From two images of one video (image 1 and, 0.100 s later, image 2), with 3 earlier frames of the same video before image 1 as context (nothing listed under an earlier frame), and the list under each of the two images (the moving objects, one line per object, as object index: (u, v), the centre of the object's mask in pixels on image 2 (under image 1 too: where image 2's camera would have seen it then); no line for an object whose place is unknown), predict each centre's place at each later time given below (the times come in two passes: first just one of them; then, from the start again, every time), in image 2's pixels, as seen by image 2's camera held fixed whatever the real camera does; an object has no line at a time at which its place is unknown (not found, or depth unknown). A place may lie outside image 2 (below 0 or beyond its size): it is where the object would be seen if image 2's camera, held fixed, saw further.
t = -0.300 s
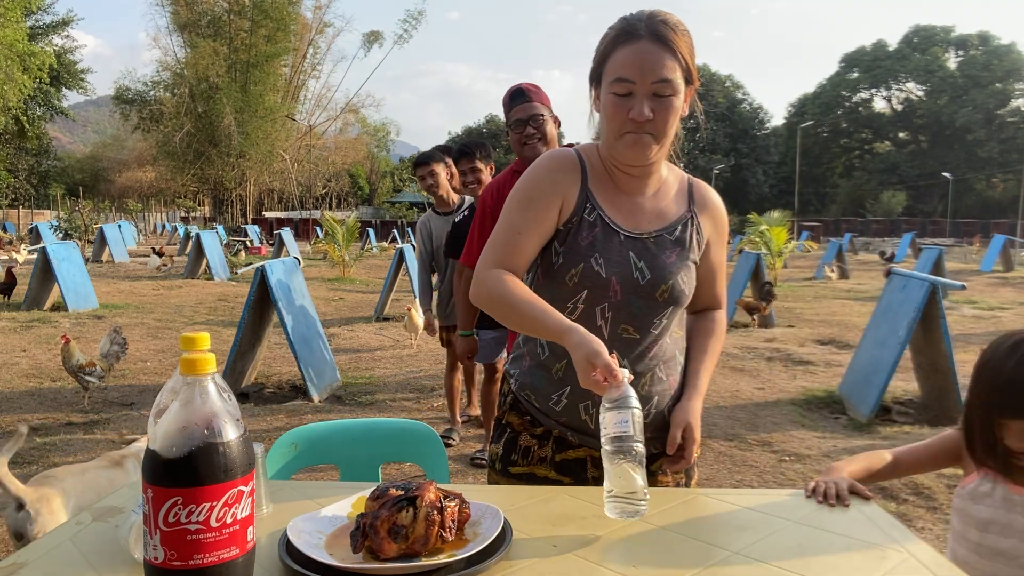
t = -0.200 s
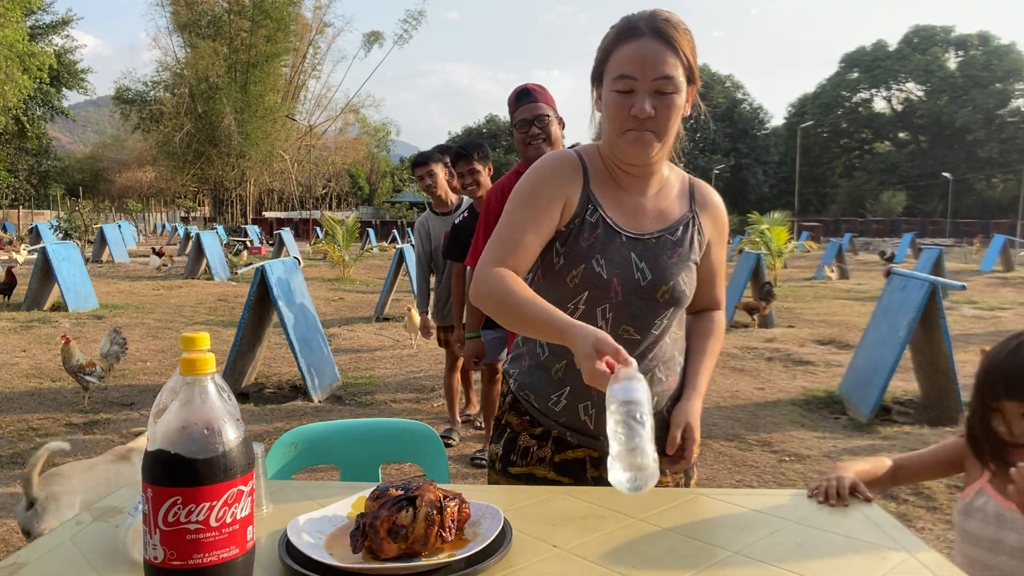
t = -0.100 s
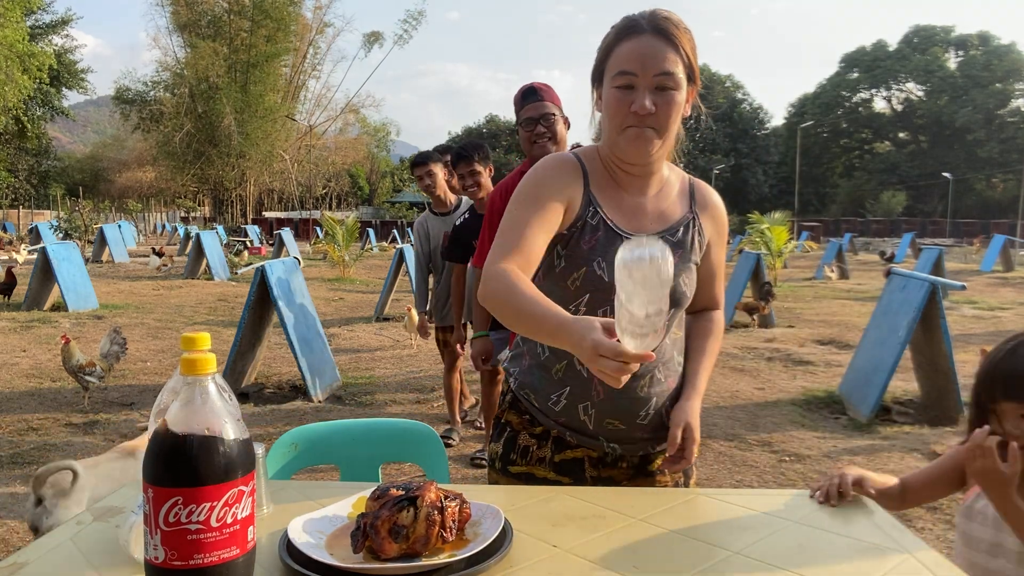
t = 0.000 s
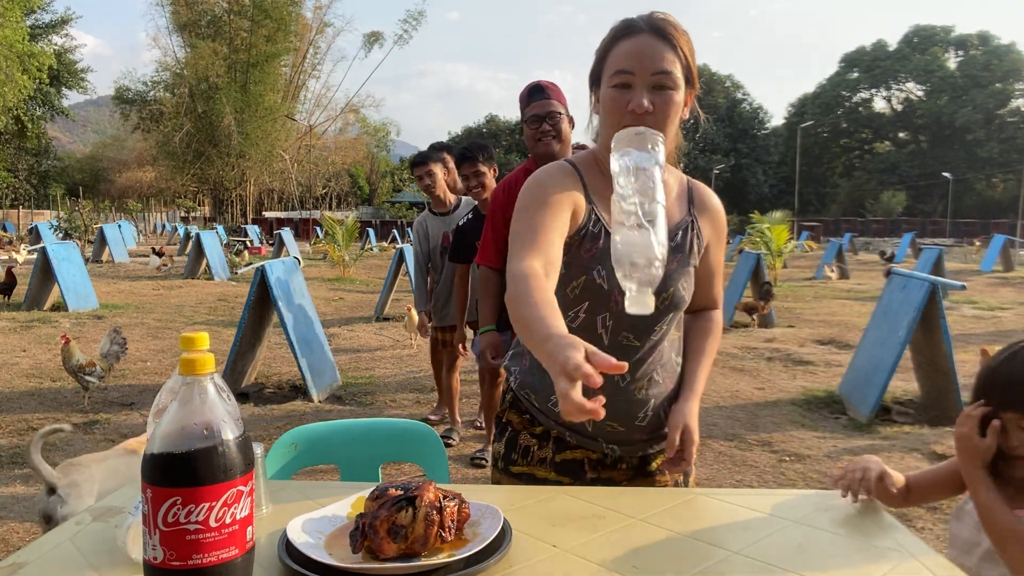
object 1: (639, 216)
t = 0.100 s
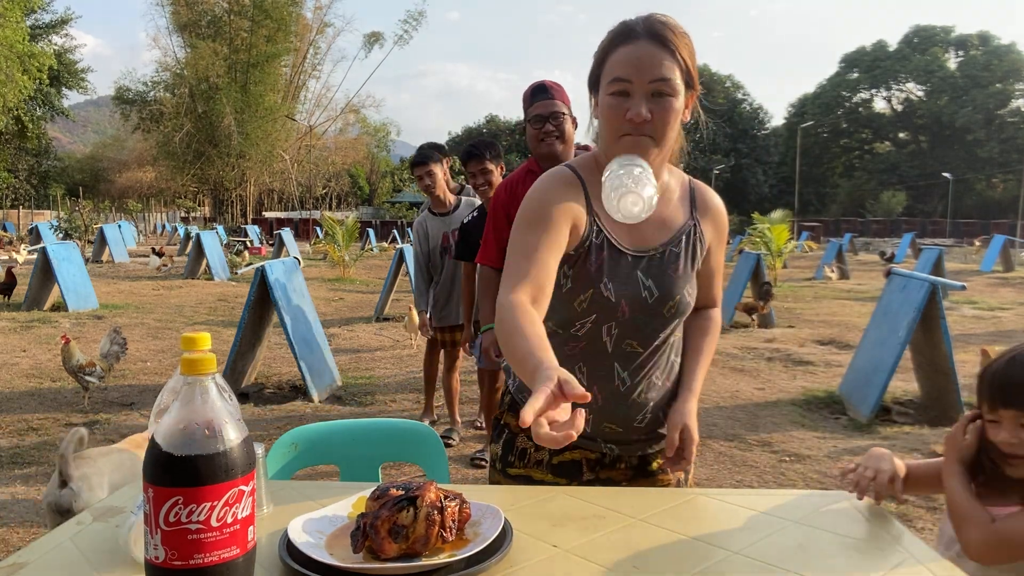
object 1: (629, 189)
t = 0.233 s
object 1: (616, 290)
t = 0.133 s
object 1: (626, 200)
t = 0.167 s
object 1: (622, 221)
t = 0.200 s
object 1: (619, 251)
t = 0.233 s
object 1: (616, 290)
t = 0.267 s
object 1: (613, 337)
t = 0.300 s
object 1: (609, 391)
